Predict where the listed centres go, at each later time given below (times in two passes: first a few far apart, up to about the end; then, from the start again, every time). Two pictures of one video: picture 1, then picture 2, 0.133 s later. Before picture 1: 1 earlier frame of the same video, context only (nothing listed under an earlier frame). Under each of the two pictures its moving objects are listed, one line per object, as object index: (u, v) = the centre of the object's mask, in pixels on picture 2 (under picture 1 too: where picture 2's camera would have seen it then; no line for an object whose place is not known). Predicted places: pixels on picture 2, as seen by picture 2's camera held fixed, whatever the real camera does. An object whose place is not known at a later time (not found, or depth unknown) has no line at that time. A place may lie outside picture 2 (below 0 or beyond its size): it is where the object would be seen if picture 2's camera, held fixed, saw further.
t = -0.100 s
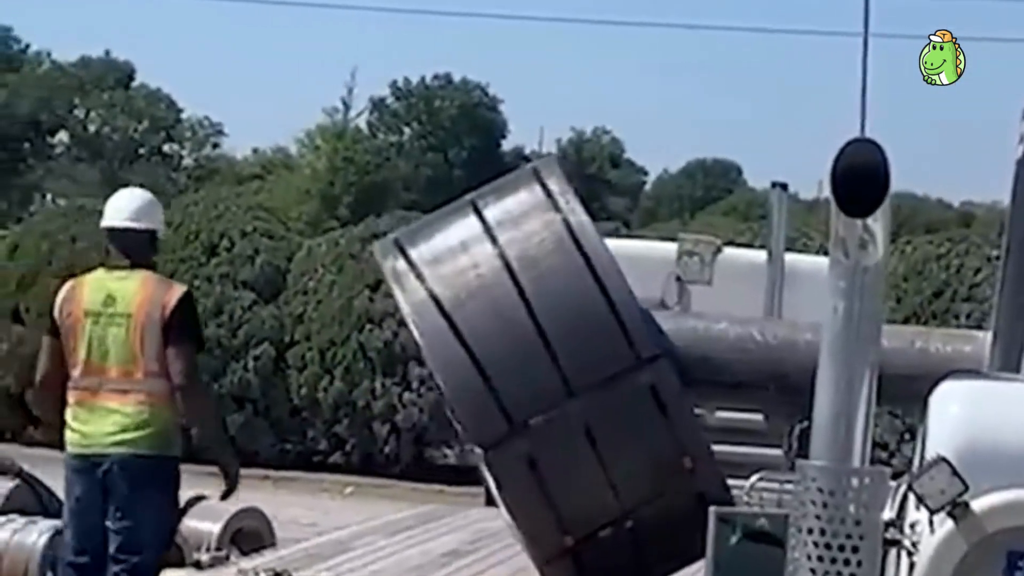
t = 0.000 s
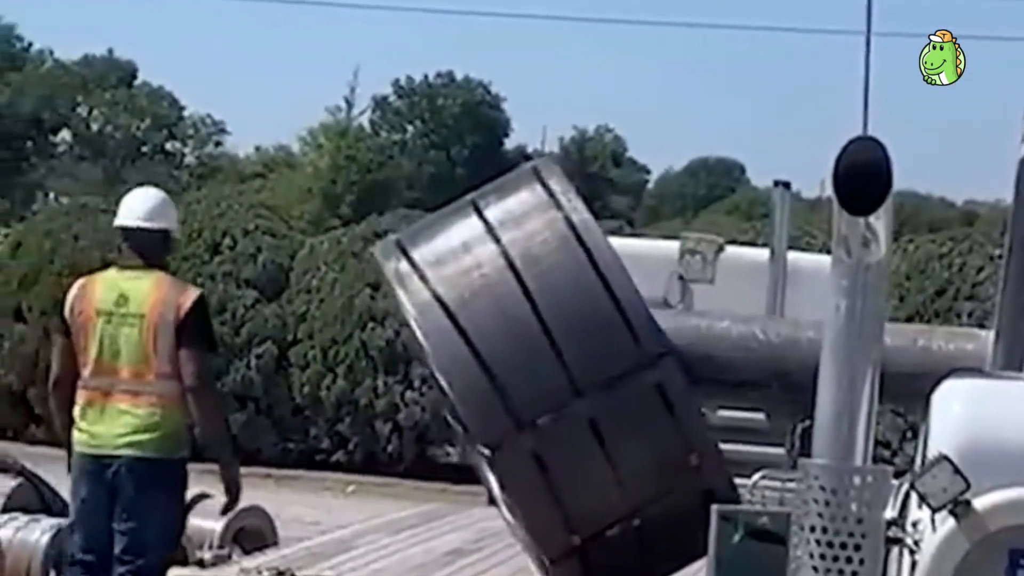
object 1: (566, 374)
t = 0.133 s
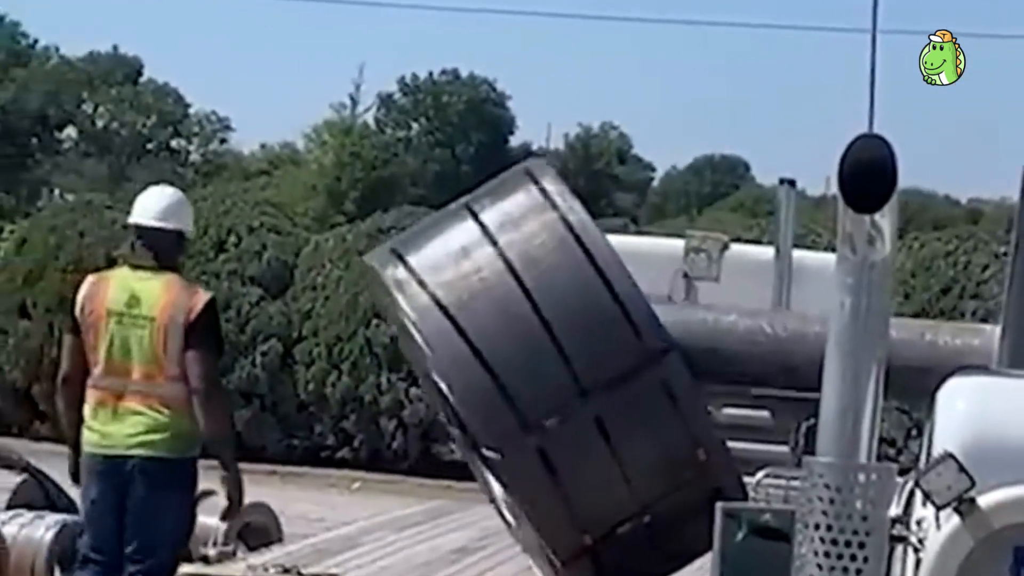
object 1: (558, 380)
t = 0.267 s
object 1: (539, 391)
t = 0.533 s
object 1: (474, 465)
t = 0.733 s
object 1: (426, 521)
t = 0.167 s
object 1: (555, 382)
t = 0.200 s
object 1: (550, 384)
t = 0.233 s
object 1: (544, 387)
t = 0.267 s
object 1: (539, 391)
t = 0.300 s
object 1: (533, 396)
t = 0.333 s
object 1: (526, 403)
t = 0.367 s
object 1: (519, 411)
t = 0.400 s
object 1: (512, 420)
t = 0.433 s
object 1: (504, 430)
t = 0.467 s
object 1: (496, 440)
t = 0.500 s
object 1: (488, 451)
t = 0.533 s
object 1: (474, 465)
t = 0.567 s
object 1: (460, 481)
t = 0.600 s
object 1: (450, 492)
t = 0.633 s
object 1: (441, 503)
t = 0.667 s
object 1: (438, 511)
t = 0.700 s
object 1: (433, 517)
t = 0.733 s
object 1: (426, 521)
